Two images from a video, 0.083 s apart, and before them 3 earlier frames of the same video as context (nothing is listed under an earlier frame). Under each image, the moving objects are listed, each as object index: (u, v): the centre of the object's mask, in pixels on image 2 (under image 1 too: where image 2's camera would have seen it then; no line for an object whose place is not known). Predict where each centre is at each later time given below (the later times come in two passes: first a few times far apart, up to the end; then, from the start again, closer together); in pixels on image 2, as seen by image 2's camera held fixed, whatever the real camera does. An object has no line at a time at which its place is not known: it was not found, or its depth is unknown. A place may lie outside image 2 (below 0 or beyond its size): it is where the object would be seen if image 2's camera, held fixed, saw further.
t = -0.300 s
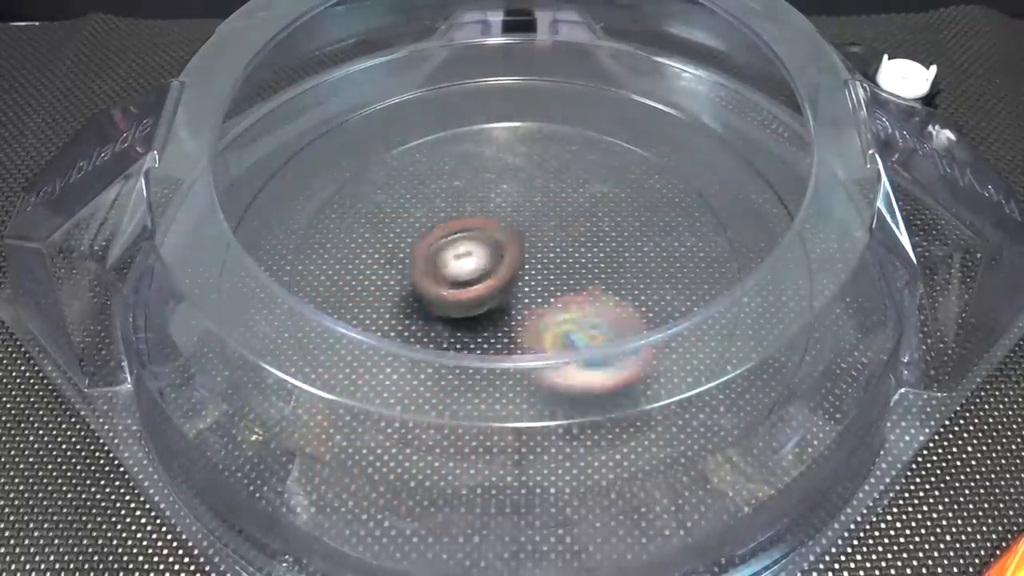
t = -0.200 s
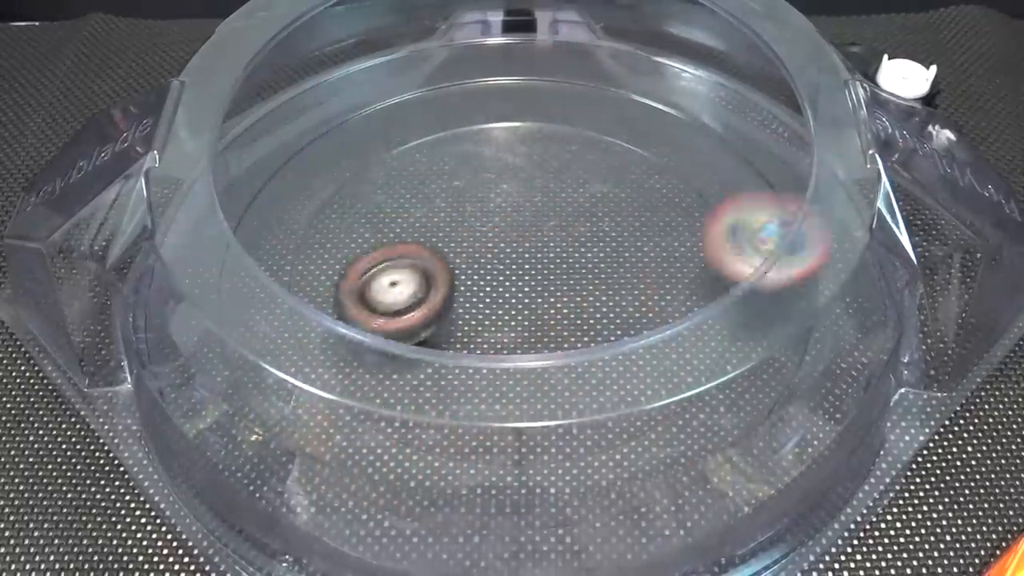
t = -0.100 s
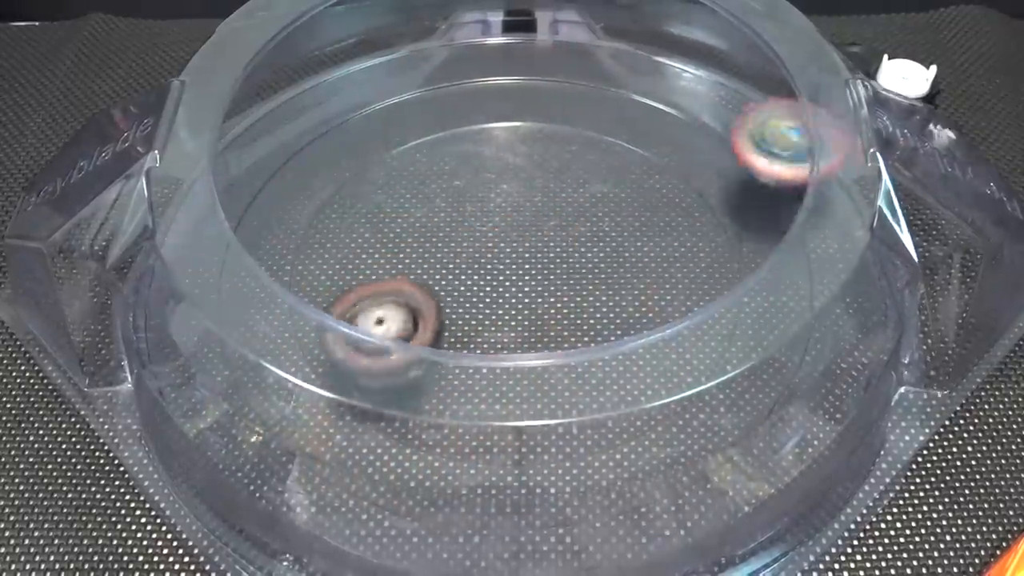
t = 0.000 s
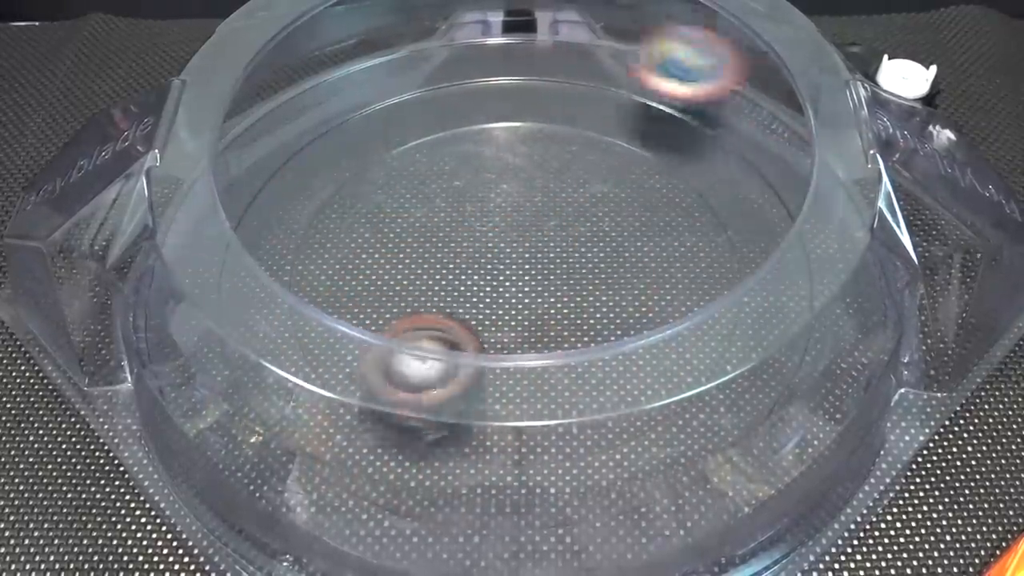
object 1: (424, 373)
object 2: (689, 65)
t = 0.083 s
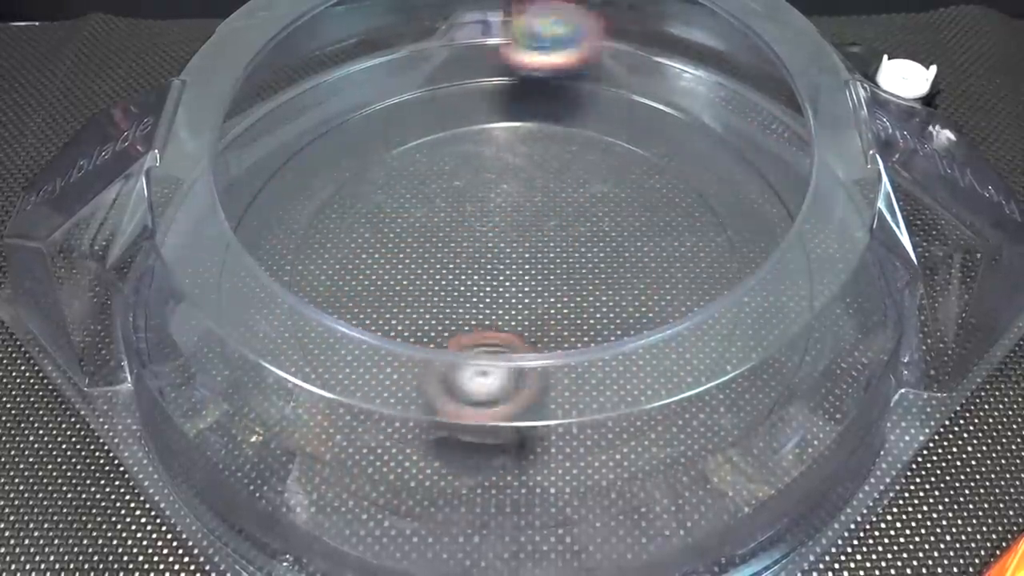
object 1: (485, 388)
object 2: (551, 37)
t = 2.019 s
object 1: (249, 233)
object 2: (744, 133)
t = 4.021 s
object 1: (559, 105)
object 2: (414, 206)
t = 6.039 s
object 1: (681, 261)
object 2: (362, 354)
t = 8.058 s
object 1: (670, 381)
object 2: (481, 352)
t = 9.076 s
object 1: (581, 354)
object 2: (454, 323)
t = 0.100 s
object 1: (498, 390)
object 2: (516, 38)
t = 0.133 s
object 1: (528, 389)
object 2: (456, 39)
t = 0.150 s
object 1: (543, 387)
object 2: (425, 44)
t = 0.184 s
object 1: (572, 380)
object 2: (370, 60)
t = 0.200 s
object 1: (583, 377)
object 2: (343, 70)
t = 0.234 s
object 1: (606, 365)
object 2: (290, 98)
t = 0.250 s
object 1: (619, 358)
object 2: (266, 118)
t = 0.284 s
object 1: (637, 343)
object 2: (248, 166)
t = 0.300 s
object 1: (642, 331)
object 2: (239, 192)
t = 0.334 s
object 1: (643, 302)
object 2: (225, 255)
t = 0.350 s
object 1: (647, 296)
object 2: (220, 290)
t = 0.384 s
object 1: (648, 284)
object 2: (242, 362)
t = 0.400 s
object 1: (647, 277)
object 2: (273, 398)
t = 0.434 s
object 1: (634, 258)
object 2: (347, 467)
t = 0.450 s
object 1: (625, 248)
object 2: (397, 502)
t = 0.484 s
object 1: (605, 231)
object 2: (490, 519)
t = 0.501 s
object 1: (592, 223)
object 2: (539, 511)
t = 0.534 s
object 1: (564, 210)
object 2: (625, 483)
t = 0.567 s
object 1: (532, 201)
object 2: (701, 450)
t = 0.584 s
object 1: (514, 196)
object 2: (737, 426)
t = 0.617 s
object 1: (477, 190)
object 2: (793, 380)
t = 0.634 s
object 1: (461, 189)
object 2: (820, 359)
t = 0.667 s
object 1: (428, 191)
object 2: (832, 310)
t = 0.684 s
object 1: (413, 194)
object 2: (831, 283)
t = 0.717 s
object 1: (383, 201)
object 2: (823, 234)
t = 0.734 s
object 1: (367, 209)
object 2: (818, 211)
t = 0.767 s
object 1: (343, 224)
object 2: (809, 171)
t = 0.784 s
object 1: (334, 233)
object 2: (800, 152)
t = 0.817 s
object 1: (321, 252)
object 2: (756, 125)
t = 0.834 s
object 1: (318, 258)
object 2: (735, 111)
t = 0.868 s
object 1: (307, 286)
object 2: (695, 86)
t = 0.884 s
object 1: (305, 297)
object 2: (674, 76)
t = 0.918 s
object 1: (310, 324)
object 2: (636, 54)
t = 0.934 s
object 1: (315, 335)
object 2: (616, 45)
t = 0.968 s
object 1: (334, 363)
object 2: (567, 39)
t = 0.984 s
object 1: (343, 386)
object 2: (545, 38)
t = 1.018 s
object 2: (493, 36)
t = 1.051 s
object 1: (418, 411)
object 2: (444, 42)
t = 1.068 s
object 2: (420, 45)
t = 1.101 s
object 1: (479, 427)
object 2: (375, 56)
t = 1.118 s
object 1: (501, 427)
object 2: (353, 66)
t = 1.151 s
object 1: (537, 425)
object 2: (309, 86)
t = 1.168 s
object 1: (562, 415)
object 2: (289, 100)
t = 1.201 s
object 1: (594, 401)
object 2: (259, 131)
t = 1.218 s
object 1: (615, 393)
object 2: (257, 151)
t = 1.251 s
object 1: (639, 368)
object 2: (244, 197)
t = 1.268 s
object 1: (651, 356)
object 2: (236, 219)
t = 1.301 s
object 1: (670, 338)
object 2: (222, 265)
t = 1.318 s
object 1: (678, 324)
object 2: (216, 289)
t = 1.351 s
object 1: (676, 285)
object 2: (230, 340)
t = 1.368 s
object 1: (679, 275)
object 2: (240, 370)
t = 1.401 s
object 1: (680, 255)
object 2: (263, 430)
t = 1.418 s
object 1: (676, 240)
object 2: (273, 458)
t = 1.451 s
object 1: (661, 213)
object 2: (336, 484)
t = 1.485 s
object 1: (640, 190)
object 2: (403, 505)
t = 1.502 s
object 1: (628, 178)
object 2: (432, 515)
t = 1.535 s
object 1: (600, 159)
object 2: (492, 521)
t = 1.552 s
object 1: (583, 151)
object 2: (521, 519)
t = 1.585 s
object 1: (549, 136)
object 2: (580, 517)
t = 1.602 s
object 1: (530, 131)
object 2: (606, 515)
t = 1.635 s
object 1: (493, 122)
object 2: (655, 505)
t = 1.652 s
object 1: (471, 120)
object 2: (678, 494)
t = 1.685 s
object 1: (432, 119)
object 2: (725, 472)
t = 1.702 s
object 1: (414, 119)
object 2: (745, 458)
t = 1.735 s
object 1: (378, 124)
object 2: (775, 435)
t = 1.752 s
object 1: (360, 129)
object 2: (795, 416)
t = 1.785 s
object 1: (330, 139)
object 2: (819, 381)
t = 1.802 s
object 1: (316, 144)
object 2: (822, 362)
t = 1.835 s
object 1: (290, 154)
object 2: (820, 324)
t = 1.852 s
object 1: (275, 159)
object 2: (818, 305)
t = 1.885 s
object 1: (261, 168)
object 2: (809, 271)
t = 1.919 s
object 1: (256, 180)
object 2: (803, 232)
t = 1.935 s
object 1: (247, 189)
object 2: (798, 213)
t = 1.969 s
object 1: (246, 211)
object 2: (771, 174)
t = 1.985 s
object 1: (247, 218)
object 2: (772, 158)
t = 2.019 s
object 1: (249, 233)
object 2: (744, 133)
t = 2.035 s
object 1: (250, 240)
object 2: (725, 120)
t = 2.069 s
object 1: (254, 253)
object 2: (688, 96)
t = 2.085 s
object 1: (257, 259)
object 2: (667, 88)
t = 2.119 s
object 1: (264, 269)
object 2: (624, 74)
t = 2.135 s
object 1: (267, 274)
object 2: (602, 69)
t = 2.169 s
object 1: (275, 282)
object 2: (558, 64)
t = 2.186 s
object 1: (279, 286)
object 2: (534, 63)
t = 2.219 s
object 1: (287, 293)
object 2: (488, 63)
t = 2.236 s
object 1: (293, 296)
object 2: (467, 66)
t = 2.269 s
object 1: (311, 307)
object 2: (424, 74)
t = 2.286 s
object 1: (321, 311)
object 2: (407, 79)
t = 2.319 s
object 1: (343, 320)
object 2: (370, 92)
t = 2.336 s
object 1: (357, 324)
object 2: (354, 102)
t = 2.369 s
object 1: (387, 333)
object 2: (325, 119)
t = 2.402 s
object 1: (420, 343)
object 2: (300, 134)
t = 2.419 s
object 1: (438, 342)
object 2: (293, 142)
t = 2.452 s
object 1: (474, 345)
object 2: (277, 159)
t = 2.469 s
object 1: (492, 344)
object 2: (272, 166)
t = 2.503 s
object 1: (530, 341)
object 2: (268, 176)
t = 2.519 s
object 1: (547, 342)
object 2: (268, 180)
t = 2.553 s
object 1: (581, 325)
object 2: (269, 187)
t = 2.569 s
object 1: (593, 308)
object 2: (271, 192)
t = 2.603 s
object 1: (618, 294)
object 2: (275, 201)
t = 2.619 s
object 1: (629, 286)
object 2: (278, 206)
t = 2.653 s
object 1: (643, 264)
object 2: (285, 215)
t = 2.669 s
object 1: (646, 250)
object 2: (289, 220)
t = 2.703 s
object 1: (647, 224)
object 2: (299, 230)
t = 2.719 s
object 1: (644, 212)
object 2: (307, 241)
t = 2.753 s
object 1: (635, 186)
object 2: (324, 259)
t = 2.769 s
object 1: (629, 175)
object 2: (334, 269)
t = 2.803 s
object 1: (613, 155)
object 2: (356, 296)
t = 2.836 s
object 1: (593, 138)
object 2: (389, 320)
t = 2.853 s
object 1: (582, 132)
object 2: (409, 330)
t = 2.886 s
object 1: (557, 120)
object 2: (453, 344)
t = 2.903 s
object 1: (544, 115)
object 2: (478, 348)
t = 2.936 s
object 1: (516, 109)
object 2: (526, 347)
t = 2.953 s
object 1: (502, 108)
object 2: (550, 341)
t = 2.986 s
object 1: (474, 107)
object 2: (593, 324)
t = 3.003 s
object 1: (460, 108)
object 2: (612, 311)
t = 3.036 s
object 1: (433, 112)
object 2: (639, 285)
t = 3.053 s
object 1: (420, 117)
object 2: (650, 271)
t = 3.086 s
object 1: (394, 128)
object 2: (665, 238)
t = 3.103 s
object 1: (383, 136)
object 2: (668, 221)
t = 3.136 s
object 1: (362, 153)
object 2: (668, 190)
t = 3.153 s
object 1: (353, 164)
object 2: (664, 175)
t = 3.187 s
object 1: (339, 186)
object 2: (654, 149)
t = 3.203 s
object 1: (335, 197)
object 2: (646, 136)
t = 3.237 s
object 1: (327, 222)
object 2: (625, 116)
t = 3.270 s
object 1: (326, 247)
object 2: (606, 100)
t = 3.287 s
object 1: (330, 259)
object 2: (598, 93)
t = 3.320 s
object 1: (340, 286)
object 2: (588, 81)
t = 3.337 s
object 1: (348, 300)
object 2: (586, 76)
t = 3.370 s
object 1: (369, 323)
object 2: (580, 66)
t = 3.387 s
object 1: (381, 337)
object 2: (578, 62)
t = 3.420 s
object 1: (416, 363)
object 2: (565, 64)
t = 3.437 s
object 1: (435, 367)
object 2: (557, 64)
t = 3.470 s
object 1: (471, 383)
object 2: (543, 66)
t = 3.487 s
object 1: (492, 386)
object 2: (538, 67)
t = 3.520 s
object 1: (537, 388)
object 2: (530, 66)
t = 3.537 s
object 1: (557, 386)
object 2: (526, 66)
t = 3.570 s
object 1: (599, 377)
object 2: (519, 67)
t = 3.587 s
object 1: (620, 365)
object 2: (515, 67)
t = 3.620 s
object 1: (655, 346)
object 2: (508, 69)
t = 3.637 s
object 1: (671, 335)
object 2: (505, 70)
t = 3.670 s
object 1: (698, 310)
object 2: (498, 72)
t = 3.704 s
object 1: (715, 283)
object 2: (493, 76)
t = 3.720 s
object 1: (721, 269)
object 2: (490, 78)
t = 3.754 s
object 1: (726, 243)
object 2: (485, 82)
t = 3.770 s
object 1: (730, 231)
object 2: (484, 85)
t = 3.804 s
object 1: (727, 209)
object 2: (479, 91)
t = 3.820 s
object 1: (722, 196)
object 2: (477, 95)
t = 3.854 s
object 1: (705, 173)
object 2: (472, 102)
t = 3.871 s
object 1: (693, 163)
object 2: (468, 109)
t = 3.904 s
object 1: (666, 144)
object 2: (459, 125)
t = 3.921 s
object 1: (652, 135)
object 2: (452, 134)
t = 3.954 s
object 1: (623, 122)
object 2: (437, 155)
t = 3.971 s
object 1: (606, 115)
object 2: (429, 165)
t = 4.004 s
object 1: (574, 108)
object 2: (416, 192)
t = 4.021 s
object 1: (559, 105)
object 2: (414, 206)
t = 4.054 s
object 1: (527, 105)
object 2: (410, 239)
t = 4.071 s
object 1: (510, 104)
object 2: (412, 256)
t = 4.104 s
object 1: (474, 108)
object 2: (423, 289)
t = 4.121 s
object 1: (458, 112)
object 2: (434, 301)
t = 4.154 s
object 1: (427, 122)
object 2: (459, 326)
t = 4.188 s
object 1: (400, 137)
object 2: (493, 346)
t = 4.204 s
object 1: (388, 146)
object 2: (513, 352)
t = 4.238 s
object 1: (366, 166)
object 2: (552, 357)
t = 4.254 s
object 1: (356, 179)
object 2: (576, 358)
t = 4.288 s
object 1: (341, 202)
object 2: (616, 353)
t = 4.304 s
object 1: (335, 215)
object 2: (637, 348)
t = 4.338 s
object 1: (328, 243)
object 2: (668, 333)
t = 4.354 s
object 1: (328, 255)
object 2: (684, 325)
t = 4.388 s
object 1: (333, 283)
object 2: (704, 306)
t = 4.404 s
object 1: (338, 299)
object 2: (713, 296)
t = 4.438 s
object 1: (355, 329)
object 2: (725, 274)
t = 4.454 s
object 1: (367, 359)
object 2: (729, 264)
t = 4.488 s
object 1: (396, 381)
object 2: (726, 240)
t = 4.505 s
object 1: (410, 384)
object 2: (726, 231)
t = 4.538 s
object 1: (445, 405)
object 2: (715, 212)
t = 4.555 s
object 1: (466, 422)
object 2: (708, 203)
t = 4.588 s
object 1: (507, 428)
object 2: (689, 189)
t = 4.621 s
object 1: (548, 429)
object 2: (666, 179)
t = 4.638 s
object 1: (574, 418)
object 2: (651, 175)
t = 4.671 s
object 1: (613, 411)
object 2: (622, 170)
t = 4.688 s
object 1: (631, 405)
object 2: (606, 168)
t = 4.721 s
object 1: (668, 389)
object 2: (573, 170)
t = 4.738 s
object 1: (681, 377)
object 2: (556, 172)
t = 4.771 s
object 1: (706, 352)
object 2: (519, 180)
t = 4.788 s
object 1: (713, 336)
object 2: (500, 186)
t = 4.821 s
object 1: (724, 310)
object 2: (466, 202)
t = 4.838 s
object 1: (728, 293)
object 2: (451, 212)
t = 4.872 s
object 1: (731, 265)
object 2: (425, 235)
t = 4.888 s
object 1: (728, 251)
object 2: (415, 247)
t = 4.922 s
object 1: (724, 229)
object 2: (398, 275)
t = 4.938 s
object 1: (720, 220)
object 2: (393, 286)
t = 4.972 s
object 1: (704, 197)
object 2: (391, 314)
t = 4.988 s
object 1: (695, 189)
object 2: (393, 327)
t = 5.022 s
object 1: (675, 171)
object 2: (401, 357)
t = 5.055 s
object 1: (652, 156)
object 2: (419, 382)
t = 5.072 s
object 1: (638, 149)
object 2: (428, 392)
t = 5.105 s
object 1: (608, 139)
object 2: (453, 411)
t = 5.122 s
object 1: (593, 136)
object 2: (467, 417)
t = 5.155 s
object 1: (561, 131)
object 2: (500, 425)
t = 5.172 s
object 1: (545, 131)
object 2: (515, 427)
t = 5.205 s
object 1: (512, 131)
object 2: (554, 423)
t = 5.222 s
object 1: (496, 133)
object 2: (572, 419)
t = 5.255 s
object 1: (463, 140)
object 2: (606, 405)
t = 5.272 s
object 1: (447, 145)
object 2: (622, 399)
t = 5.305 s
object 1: (417, 158)
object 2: (641, 379)
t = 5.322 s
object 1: (402, 164)
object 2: (649, 369)
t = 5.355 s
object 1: (378, 182)
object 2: (658, 343)
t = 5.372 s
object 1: (367, 192)
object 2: (663, 332)
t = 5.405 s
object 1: (351, 214)
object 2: (661, 306)
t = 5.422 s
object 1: (341, 227)
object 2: (658, 290)
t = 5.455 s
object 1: (333, 252)
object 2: (649, 270)
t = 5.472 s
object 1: (333, 261)
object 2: (641, 257)
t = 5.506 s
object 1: (334, 292)
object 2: (620, 235)
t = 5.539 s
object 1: (343, 317)
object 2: (593, 216)
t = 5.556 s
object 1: (352, 326)
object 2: (579, 208)
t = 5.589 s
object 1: (375, 355)
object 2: (545, 195)
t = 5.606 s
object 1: (385, 377)
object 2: (528, 190)
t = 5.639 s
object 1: (410, 389)
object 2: (493, 183)
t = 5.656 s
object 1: (429, 397)
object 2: (474, 182)
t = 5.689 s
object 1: (459, 415)
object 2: (439, 183)
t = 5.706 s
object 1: (478, 417)
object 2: (420, 186)
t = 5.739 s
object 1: (519, 418)
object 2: (390, 192)
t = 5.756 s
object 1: (536, 418)
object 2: (374, 198)
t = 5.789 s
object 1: (573, 413)
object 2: (349, 211)
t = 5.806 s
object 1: (587, 407)
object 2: (338, 218)
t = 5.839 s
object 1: (616, 391)
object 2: (321, 235)
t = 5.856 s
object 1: (632, 382)
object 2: (315, 243)
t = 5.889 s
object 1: (653, 357)
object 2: (308, 263)
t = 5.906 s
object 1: (661, 351)
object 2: (307, 274)
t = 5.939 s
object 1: (677, 330)
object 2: (309, 296)
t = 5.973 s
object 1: (683, 308)
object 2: (320, 318)
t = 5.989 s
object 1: (677, 285)
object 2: (327, 330)
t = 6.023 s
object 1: (682, 269)
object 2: (349, 347)
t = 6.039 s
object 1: (681, 261)
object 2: (362, 354)
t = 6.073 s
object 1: (671, 240)
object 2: (393, 367)
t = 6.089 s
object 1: (666, 228)
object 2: (409, 372)
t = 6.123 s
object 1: (648, 211)
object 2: (444, 377)
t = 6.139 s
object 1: (637, 201)
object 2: (465, 376)
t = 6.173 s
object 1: (613, 185)
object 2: (504, 373)
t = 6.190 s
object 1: (602, 179)
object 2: (523, 369)
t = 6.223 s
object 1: (571, 166)
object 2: (559, 352)
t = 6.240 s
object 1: (555, 161)
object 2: (573, 344)
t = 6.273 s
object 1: (523, 154)
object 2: (598, 320)
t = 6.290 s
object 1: (507, 152)
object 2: (606, 303)
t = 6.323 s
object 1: (473, 152)
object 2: (622, 283)
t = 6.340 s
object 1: (458, 154)
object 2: (626, 267)
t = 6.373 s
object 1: (428, 160)
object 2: (628, 240)
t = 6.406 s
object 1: (398, 169)
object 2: (621, 212)
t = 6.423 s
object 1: (386, 176)
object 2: (617, 199)
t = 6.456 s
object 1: (363, 191)
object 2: (602, 175)
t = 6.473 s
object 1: (354, 199)
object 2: (594, 164)
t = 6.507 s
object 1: (337, 219)
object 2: (573, 145)
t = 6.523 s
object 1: (332, 229)
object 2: (563, 137)
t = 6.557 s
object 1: (326, 250)
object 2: (538, 125)
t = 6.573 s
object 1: (327, 258)
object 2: (524, 120)
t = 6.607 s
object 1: (332, 272)
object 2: (500, 115)
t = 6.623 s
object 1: (337, 280)
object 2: (486, 114)
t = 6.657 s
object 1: (337, 314)
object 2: (461, 116)
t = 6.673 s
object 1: (343, 319)
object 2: (450, 118)
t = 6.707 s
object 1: (365, 343)
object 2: (426, 126)
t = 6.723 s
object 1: (375, 349)
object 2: (416, 132)
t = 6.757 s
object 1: (400, 363)
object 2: (398, 146)
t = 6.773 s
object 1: (414, 374)
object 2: (389, 155)
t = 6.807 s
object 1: (442, 382)
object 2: (378, 174)
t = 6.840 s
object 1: (472, 392)
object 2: (371, 196)
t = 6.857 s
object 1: (489, 390)
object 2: (368, 208)
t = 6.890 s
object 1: (522, 389)
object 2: (370, 236)
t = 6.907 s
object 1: (538, 385)
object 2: (374, 249)
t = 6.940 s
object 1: (569, 379)
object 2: (387, 278)
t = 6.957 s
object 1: (583, 370)
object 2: (397, 290)
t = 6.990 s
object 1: (609, 358)
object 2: (421, 312)
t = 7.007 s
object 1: (621, 349)
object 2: (438, 324)
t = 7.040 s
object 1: (641, 329)
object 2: (469, 341)
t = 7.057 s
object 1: (646, 318)
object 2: (488, 346)
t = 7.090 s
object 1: (654, 287)
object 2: (529, 352)
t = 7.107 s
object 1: (656, 281)
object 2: (547, 351)
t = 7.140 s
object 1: (660, 259)
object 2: (586, 344)
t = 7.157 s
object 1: (658, 249)
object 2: (604, 338)
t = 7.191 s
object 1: (649, 227)
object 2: (637, 325)
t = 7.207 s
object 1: (642, 217)
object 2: (651, 314)
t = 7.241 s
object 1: (628, 202)
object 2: (675, 294)
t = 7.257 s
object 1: (618, 195)
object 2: (686, 283)
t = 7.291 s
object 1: (597, 181)
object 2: (698, 260)
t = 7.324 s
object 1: (573, 170)
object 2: (706, 237)
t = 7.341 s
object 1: (559, 165)
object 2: (707, 226)
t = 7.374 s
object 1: (535, 161)
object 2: (703, 206)
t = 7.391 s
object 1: (520, 158)
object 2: (700, 197)
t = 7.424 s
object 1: (493, 156)
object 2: (688, 180)
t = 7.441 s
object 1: (480, 157)
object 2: (681, 174)
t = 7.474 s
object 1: (455, 162)
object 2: (663, 160)
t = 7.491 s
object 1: (443, 165)
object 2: (652, 155)
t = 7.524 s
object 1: (420, 176)
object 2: (629, 147)
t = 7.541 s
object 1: (411, 183)
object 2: (617, 145)
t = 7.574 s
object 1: (393, 200)
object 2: (589, 144)
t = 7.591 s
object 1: (386, 207)
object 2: (576, 144)
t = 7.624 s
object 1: (377, 227)
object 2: (546, 148)
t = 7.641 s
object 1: (375, 237)
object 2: (532, 152)
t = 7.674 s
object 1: (373, 259)
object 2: (500, 163)
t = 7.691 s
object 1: (375, 270)
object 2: (486, 169)
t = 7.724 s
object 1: (386, 287)
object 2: (458, 188)
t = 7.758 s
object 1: (399, 299)
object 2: (434, 209)
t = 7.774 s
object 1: (408, 304)
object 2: (426, 219)
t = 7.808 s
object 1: (431, 316)
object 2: (409, 242)
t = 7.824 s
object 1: (441, 337)
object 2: (404, 255)
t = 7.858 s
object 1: (470, 365)
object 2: (399, 267)
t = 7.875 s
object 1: (486, 374)
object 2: (399, 274)
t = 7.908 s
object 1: (523, 393)
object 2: (401, 291)
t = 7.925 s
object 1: (539, 399)
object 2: (405, 299)
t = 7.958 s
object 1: (578, 408)
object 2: (416, 316)
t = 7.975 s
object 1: (597, 401)
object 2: (424, 325)
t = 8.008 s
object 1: (629, 397)
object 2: (445, 340)
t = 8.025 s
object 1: (643, 395)
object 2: (455, 345)
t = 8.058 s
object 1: (670, 381)
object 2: (481, 352)
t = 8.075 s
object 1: (681, 371)
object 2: (494, 354)
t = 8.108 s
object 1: (700, 353)
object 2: (523, 355)
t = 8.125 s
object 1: (707, 345)
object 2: (538, 353)
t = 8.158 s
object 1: (714, 325)
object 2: (563, 345)
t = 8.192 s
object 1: (718, 304)
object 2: (586, 332)
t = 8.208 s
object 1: (718, 291)
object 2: (596, 323)
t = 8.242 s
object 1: (716, 274)
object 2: (607, 302)
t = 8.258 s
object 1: (723, 262)
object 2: (607, 293)
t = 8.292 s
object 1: (731, 242)
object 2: (602, 271)
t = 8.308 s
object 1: (731, 234)
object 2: (599, 260)
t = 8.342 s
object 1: (728, 221)
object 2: (591, 239)
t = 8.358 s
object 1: (724, 215)
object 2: (585, 229)
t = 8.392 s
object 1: (708, 202)
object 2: (570, 210)
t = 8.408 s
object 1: (699, 196)
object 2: (561, 202)
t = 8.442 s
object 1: (681, 188)
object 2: (542, 187)
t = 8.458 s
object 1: (670, 185)
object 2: (532, 180)
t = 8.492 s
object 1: (646, 180)
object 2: (509, 169)
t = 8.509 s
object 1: (634, 180)
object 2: (498, 166)
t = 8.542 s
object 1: (610, 180)
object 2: (476, 161)
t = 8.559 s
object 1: (595, 180)
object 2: (466, 160)
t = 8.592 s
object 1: (569, 185)
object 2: (448, 161)
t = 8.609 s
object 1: (556, 188)
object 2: (438, 162)
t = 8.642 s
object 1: (527, 197)
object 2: (419, 167)
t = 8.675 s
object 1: (508, 213)
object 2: (396, 170)
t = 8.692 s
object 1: (499, 221)
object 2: (387, 173)
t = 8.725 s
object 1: (486, 240)
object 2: (371, 182)
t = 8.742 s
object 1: (479, 250)
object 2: (365, 186)
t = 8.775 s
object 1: (469, 268)
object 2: (355, 198)
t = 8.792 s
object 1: (468, 275)
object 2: (352, 205)
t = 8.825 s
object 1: (463, 292)
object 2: (347, 219)
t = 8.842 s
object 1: (463, 300)
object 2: (345, 227)
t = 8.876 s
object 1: (467, 308)
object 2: (348, 244)
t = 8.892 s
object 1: (471, 312)
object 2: (351, 253)
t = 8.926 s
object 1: (483, 319)
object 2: (361, 271)
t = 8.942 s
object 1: (491, 322)
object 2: (370, 279)
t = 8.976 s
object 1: (509, 326)
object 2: (387, 293)
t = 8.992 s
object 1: (517, 327)
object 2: (397, 302)
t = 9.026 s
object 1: (537, 348)
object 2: (420, 316)
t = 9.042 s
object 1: (553, 351)
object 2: (432, 319)
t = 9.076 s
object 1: (581, 354)
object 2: (454, 323)
